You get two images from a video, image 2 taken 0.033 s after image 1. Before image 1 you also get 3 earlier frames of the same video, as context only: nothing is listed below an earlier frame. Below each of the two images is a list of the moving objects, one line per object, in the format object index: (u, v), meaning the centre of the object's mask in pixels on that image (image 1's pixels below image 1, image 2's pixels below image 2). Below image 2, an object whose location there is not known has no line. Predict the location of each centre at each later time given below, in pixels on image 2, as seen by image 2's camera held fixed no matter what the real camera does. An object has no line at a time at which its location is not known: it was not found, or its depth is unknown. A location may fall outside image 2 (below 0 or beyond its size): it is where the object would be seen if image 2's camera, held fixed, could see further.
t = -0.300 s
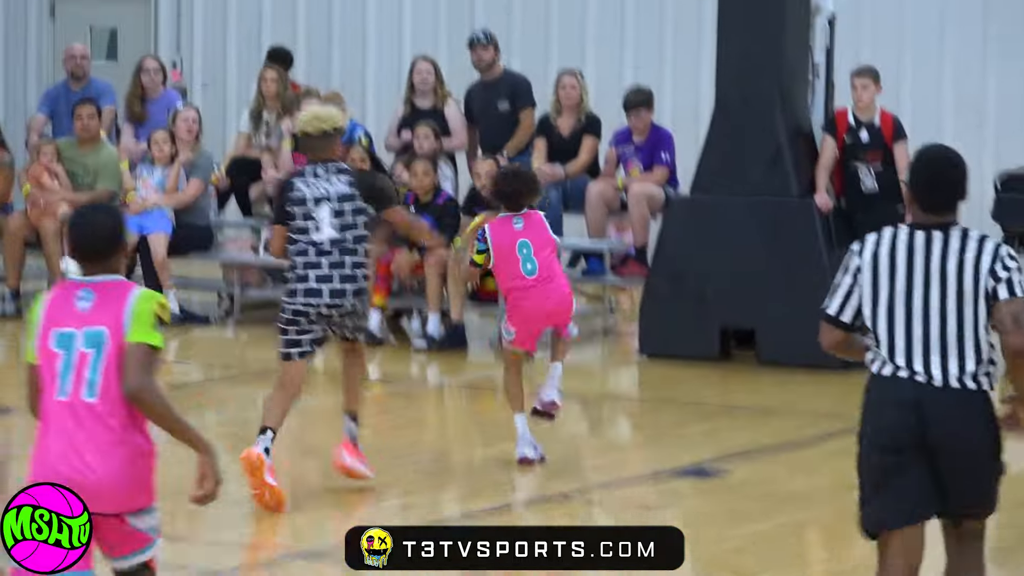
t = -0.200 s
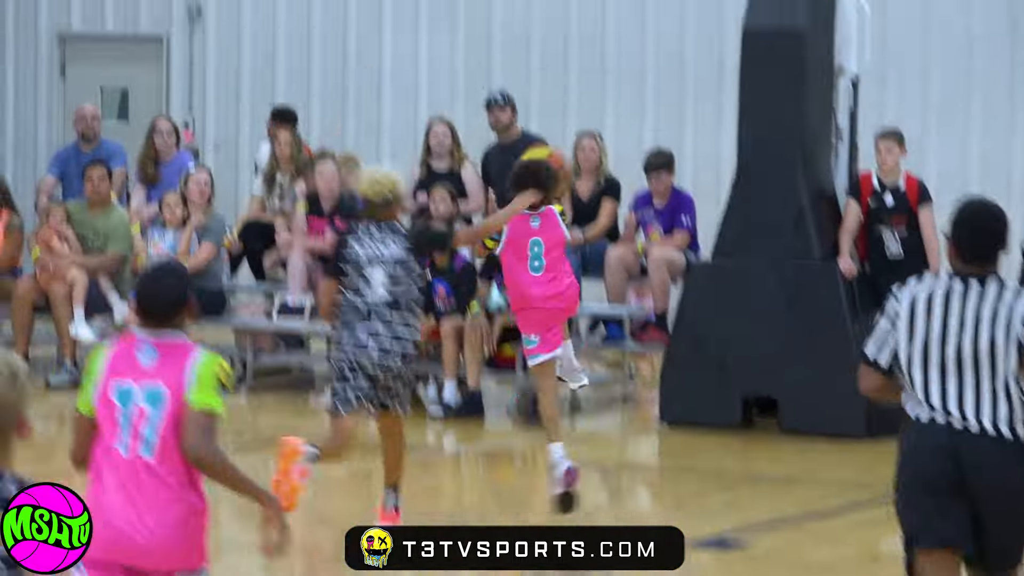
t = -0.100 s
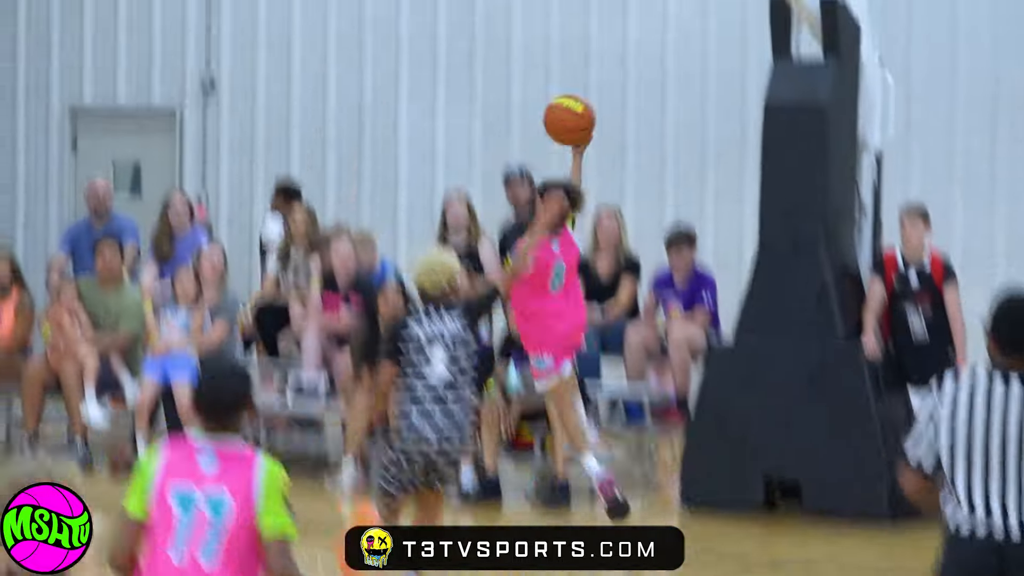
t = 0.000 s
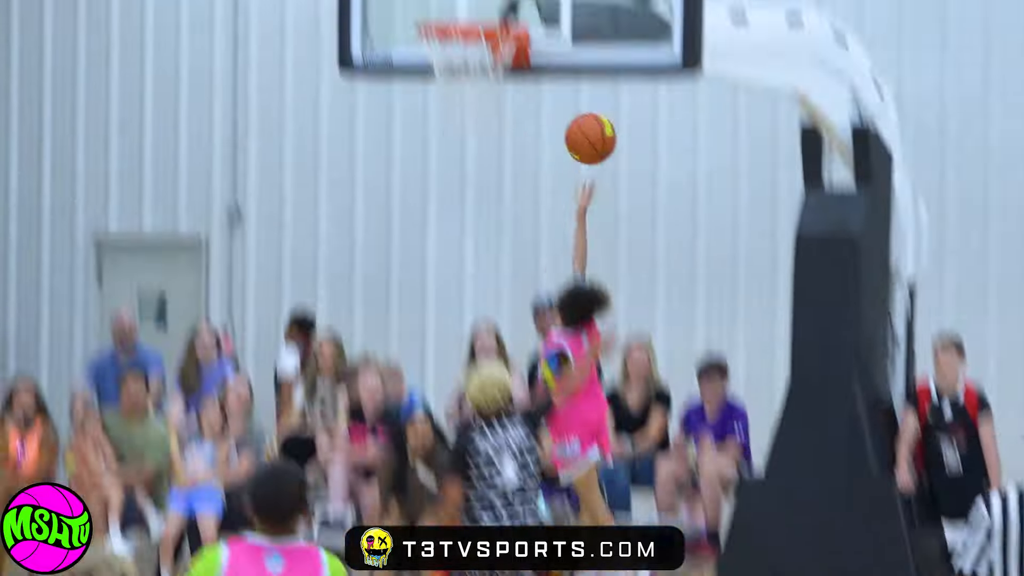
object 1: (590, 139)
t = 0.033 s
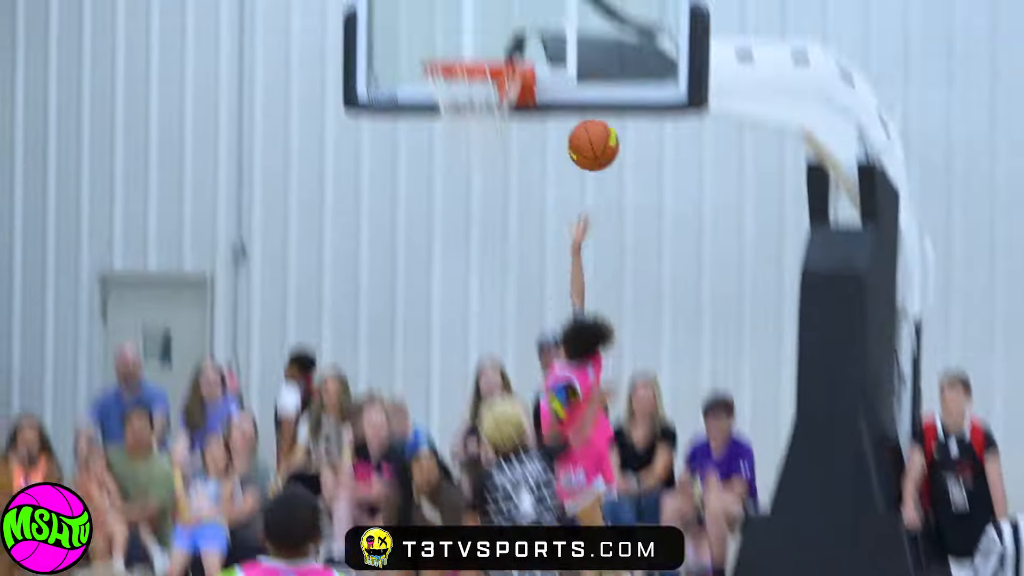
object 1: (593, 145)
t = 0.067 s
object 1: (587, 117)
